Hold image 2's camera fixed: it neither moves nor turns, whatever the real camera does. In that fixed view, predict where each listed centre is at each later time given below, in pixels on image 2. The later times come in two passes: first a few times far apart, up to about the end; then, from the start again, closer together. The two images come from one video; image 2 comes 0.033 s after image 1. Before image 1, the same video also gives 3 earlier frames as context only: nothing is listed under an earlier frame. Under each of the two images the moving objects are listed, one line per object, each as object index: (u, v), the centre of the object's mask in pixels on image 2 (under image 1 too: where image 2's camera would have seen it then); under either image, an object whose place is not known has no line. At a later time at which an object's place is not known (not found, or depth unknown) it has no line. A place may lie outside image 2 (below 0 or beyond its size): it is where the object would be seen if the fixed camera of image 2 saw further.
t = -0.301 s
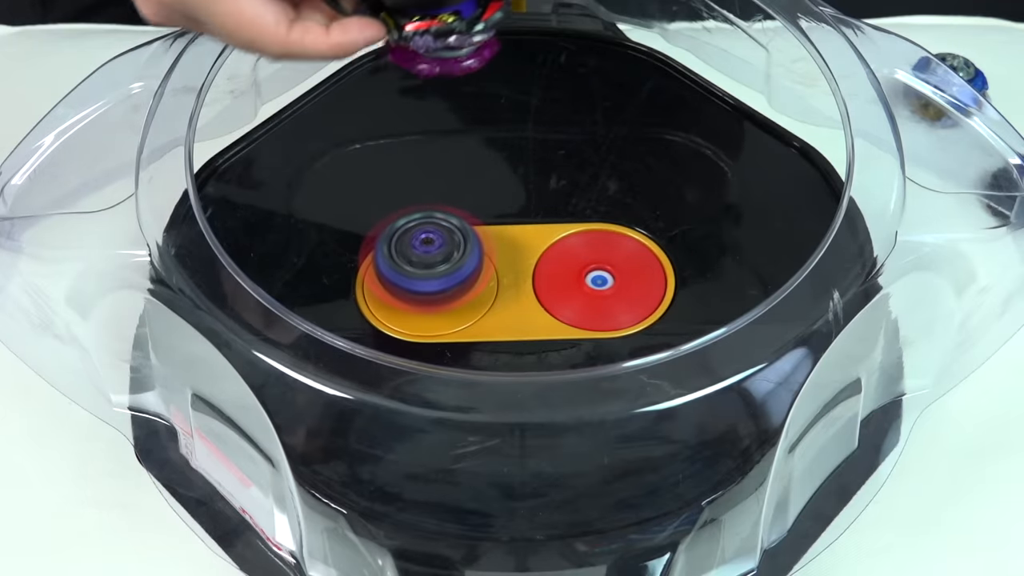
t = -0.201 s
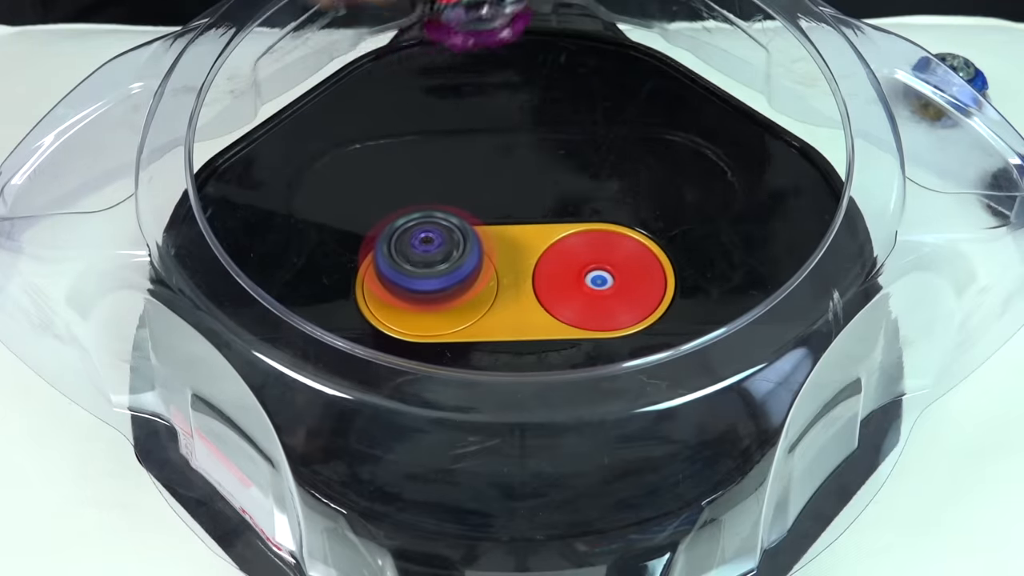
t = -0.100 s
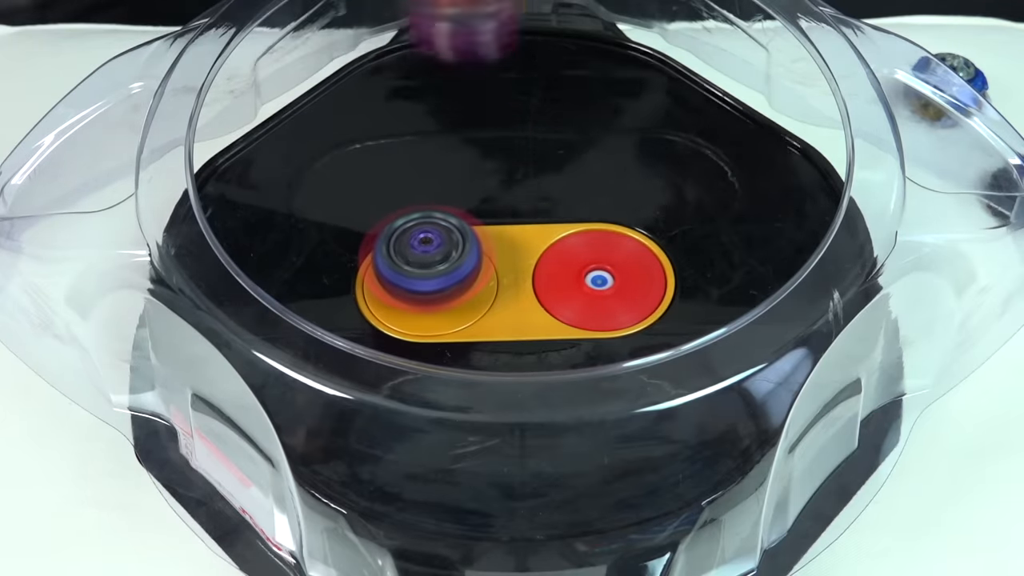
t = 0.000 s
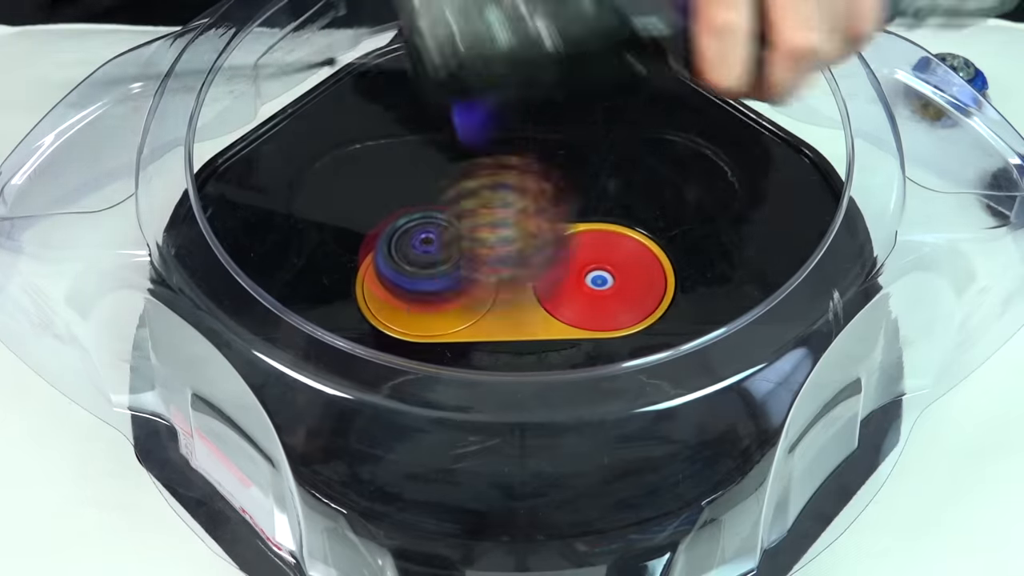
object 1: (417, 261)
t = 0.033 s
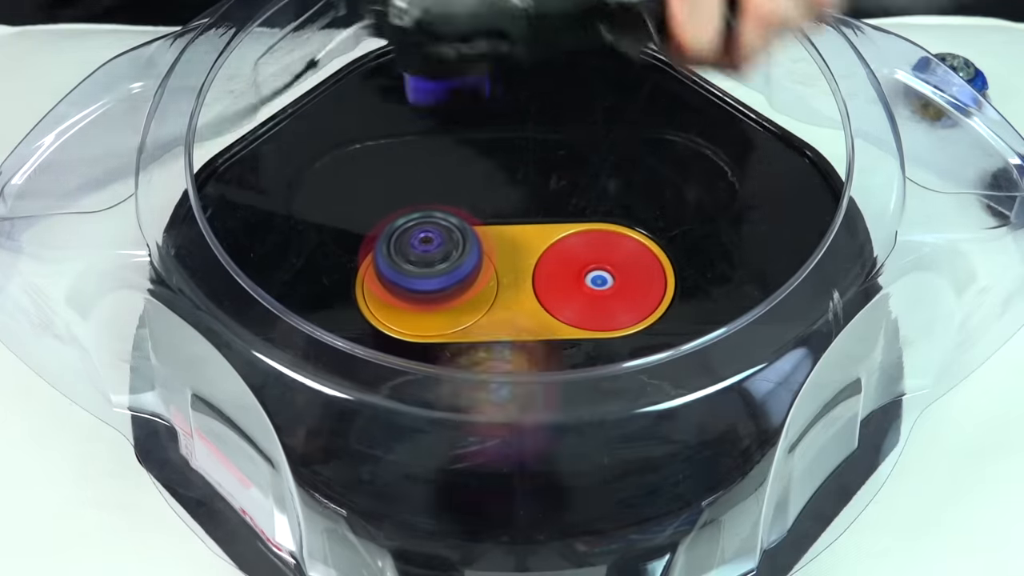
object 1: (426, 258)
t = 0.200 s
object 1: (416, 245)
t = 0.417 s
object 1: (429, 246)
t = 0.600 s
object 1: (427, 254)
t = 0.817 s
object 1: (428, 254)
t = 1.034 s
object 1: (428, 258)
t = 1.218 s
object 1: (428, 258)
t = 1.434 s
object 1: (428, 258)
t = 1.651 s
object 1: (435, 259)
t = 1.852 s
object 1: (433, 262)
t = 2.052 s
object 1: (426, 259)
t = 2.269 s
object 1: (437, 258)
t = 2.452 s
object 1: (438, 256)
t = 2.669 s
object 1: (438, 262)
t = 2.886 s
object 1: (427, 261)
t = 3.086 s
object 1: (426, 257)
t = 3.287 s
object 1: (427, 254)
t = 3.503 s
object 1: (435, 255)
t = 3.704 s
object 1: (430, 261)
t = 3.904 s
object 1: (431, 258)
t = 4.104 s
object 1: (430, 258)
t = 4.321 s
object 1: (430, 258)
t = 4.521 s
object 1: (430, 259)
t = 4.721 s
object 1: (430, 259)
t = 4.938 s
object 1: (430, 258)
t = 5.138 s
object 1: (430, 259)
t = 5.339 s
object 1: (430, 259)
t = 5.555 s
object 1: (430, 258)
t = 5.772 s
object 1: (430, 258)
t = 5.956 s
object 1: (430, 258)
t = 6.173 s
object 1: (430, 258)
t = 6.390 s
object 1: (431, 258)
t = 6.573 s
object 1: (430, 259)
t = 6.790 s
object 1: (430, 258)
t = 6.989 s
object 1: (430, 258)
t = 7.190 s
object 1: (431, 258)
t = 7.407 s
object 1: (431, 258)
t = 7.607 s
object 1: (431, 258)
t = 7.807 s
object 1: (431, 258)
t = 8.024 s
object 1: (431, 258)
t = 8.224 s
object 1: (431, 259)
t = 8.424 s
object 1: (430, 259)
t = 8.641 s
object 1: (430, 259)
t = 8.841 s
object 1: (430, 259)
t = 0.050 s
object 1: (428, 257)
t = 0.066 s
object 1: (429, 259)
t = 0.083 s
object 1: (428, 261)
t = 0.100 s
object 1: (424, 257)
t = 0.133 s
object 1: (417, 249)
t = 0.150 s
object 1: (413, 247)
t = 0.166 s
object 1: (413, 245)
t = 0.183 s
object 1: (413, 245)
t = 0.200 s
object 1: (416, 245)
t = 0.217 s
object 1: (420, 246)
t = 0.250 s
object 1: (427, 258)
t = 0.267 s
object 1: (427, 258)
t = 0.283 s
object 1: (427, 259)
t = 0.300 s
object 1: (428, 257)
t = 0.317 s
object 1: (428, 257)
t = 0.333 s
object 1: (425, 253)
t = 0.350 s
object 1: (424, 249)
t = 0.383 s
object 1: (424, 246)
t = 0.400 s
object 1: (424, 246)
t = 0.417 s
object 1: (429, 246)
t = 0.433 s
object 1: (434, 248)
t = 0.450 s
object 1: (436, 251)
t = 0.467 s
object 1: (433, 256)
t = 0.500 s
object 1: (425, 255)
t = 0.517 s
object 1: (430, 252)
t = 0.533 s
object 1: (436, 254)
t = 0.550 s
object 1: (435, 258)
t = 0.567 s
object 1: (429, 261)
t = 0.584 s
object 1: (426, 258)
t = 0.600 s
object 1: (427, 254)
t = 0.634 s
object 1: (435, 255)
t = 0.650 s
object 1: (430, 261)
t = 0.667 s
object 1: (426, 259)
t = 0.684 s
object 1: (428, 255)
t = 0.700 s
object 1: (431, 254)
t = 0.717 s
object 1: (431, 257)
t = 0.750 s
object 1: (426, 258)
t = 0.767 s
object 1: (428, 255)
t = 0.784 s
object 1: (431, 254)
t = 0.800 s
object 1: (429, 254)
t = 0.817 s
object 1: (428, 254)
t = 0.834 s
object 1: (429, 252)
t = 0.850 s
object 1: (431, 253)
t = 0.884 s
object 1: (430, 255)
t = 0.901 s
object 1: (429, 256)
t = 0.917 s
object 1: (429, 257)
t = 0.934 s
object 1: (430, 257)
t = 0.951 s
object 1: (428, 258)
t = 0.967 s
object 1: (429, 258)
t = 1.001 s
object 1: (428, 258)
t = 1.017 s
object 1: (428, 258)
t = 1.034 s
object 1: (428, 258)
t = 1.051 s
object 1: (428, 258)
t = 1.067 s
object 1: (428, 258)
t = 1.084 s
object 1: (428, 258)
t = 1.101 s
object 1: (428, 258)
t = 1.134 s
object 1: (428, 259)
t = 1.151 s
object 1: (427, 259)
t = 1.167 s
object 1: (427, 259)
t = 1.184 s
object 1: (428, 259)
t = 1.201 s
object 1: (428, 259)
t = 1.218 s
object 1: (428, 258)
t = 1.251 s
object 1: (427, 259)
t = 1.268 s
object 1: (428, 258)
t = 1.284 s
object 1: (428, 258)
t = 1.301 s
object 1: (428, 258)
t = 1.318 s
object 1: (428, 258)
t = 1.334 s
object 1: (429, 258)
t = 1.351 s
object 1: (428, 258)
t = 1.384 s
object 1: (428, 258)
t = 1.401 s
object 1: (428, 258)
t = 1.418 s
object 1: (429, 258)
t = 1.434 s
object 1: (428, 258)
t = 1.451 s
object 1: (428, 258)
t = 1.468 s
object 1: (428, 258)
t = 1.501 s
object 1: (428, 258)
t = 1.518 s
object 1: (428, 258)
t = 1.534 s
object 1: (428, 258)
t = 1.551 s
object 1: (428, 258)
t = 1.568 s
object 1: (428, 258)
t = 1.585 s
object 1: (428, 258)
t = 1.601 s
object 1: (428, 258)
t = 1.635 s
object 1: (435, 256)
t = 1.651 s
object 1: (435, 259)
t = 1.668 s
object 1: (430, 265)
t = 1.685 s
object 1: (426, 265)
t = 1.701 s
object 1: (425, 259)
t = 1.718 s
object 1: (428, 255)
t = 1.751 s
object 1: (436, 259)
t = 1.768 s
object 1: (431, 264)
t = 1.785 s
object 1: (427, 262)
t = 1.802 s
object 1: (427, 256)
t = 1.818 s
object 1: (432, 254)
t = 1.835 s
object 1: (435, 258)
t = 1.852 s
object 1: (433, 262)
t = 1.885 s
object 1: (426, 258)
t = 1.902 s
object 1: (429, 255)
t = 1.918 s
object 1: (433, 255)
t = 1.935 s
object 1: (434, 259)
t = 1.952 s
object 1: (430, 261)
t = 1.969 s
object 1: (426, 259)
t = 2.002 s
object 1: (433, 254)
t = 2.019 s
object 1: (433, 257)
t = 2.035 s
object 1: (429, 261)
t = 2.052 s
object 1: (426, 259)
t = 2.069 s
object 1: (428, 256)
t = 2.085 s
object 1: (429, 256)
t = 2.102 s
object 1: (429, 259)
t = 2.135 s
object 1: (427, 259)
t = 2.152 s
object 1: (433, 258)
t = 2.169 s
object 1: (435, 259)
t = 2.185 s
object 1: (433, 262)
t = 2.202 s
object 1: (426, 263)
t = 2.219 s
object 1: (422, 262)
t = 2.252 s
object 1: (431, 255)
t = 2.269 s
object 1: (437, 258)
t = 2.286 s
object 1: (433, 263)
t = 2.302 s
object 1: (426, 265)
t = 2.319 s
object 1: (422, 261)
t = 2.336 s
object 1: (424, 256)
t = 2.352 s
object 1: (431, 255)
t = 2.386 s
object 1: (432, 263)
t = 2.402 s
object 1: (425, 263)
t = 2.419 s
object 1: (422, 260)
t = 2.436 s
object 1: (427, 255)
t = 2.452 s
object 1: (438, 256)
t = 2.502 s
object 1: (427, 264)
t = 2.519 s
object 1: (426, 258)
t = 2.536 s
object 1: (430, 256)
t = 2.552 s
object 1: (439, 256)
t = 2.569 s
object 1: (437, 262)
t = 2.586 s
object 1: (432, 265)
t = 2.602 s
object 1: (426, 263)
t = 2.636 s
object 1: (433, 254)
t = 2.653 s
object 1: (440, 257)
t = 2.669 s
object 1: (438, 262)
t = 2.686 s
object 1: (429, 263)
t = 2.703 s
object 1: (425, 260)
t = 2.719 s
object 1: (428, 254)
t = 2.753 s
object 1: (440, 258)
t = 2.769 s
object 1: (434, 263)
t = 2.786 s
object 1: (428, 263)
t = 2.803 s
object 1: (426, 258)
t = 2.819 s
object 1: (430, 253)
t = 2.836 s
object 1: (439, 254)
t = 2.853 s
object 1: (440, 259)
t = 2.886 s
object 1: (427, 261)
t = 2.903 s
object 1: (427, 254)
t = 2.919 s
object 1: (433, 252)
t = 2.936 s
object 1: (440, 255)
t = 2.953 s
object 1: (439, 260)
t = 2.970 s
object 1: (431, 263)
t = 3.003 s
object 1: (428, 254)
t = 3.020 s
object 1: (435, 252)
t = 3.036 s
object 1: (439, 257)
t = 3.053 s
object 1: (436, 262)
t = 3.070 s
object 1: (428, 262)
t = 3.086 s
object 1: (426, 257)
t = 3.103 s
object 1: (430, 253)
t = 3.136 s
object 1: (439, 258)
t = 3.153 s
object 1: (433, 263)
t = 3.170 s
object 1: (427, 262)
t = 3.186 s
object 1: (426, 256)
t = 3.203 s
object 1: (431, 253)
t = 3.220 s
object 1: (436, 255)
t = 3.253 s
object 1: (431, 263)
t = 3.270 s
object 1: (425, 259)
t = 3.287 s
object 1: (427, 254)
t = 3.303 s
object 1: (432, 253)
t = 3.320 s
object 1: (437, 256)
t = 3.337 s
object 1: (434, 261)
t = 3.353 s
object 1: (428, 262)
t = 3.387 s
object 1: (428, 253)
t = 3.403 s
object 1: (434, 254)
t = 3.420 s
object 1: (436, 258)
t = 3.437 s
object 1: (431, 263)
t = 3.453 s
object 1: (425, 260)
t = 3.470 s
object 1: (425, 255)
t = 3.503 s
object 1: (435, 255)
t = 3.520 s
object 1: (434, 260)
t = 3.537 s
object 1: (428, 262)
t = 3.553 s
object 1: (424, 258)
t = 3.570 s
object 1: (426, 254)
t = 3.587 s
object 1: (433, 253)
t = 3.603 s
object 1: (435, 258)
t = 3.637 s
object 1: (426, 261)
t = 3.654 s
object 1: (425, 257)
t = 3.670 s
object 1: (430, 255)
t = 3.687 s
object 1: (433, 258)
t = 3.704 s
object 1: (430, 261)
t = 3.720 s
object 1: (427, 260)
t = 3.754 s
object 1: (432, 257)
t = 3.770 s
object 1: (432, 259)
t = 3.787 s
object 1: (430, 260)
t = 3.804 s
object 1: (430, 259)
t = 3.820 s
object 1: (430, 258)
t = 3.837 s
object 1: (431, 259)
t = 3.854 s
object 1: (431, 259)
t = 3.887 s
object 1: (430, 258)
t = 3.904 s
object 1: (431, 258)
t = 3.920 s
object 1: (431, 258)
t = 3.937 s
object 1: (430, 259)
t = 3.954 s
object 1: (430, 258)
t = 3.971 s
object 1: (430, 258)
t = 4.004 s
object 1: (431, 259)
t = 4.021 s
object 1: (430, 259)
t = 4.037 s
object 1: (430, 258)
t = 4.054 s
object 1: (430, 258)
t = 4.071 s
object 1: (431, 259)
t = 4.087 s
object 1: (430, 259)
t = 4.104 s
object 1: (430, 258)
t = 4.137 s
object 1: (431, 258)
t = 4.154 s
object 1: (430, 259)
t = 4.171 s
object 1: (430, 259)
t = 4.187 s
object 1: (430, 258)
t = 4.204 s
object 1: (431, 258)
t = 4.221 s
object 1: (431, 259)
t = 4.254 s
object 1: (430, 258)
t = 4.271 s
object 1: (431, 258)
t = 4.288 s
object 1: (431, 259)
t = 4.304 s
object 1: (430, 259)
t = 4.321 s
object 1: (430, 258)
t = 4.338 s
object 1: (431, 258)
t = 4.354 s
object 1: (430, 258)
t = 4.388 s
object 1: (430, 258)
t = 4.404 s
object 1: (431, 258)
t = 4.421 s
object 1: (431, 258)
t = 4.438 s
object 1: (430, 259)
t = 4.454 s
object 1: (430, 258)
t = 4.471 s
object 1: (430, 258)
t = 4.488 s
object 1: (431, 258)
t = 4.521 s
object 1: (430, 259)
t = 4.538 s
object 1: (430, 258)
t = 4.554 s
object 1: (430, 258)
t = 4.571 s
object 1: (431, 259)
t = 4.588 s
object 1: (430, 259)
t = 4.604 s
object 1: (430, 258)
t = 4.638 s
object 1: (431, 259)
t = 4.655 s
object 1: (430, 259)
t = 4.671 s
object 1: (430, 258)
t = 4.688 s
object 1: (431, 258)
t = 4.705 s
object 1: (431, 258)
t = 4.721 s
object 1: (430, 259)
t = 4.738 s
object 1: (430, 258)
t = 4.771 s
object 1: (431, 258)
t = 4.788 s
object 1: (430, 259)
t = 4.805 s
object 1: (430, 258)
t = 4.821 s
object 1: (431, 258)
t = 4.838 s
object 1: (431, 258)
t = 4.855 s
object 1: (430, 259)
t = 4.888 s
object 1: (431, 258)
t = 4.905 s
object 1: (431, 258)
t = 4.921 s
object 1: (430, 259)
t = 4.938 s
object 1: (430, 258)
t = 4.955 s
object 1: (431, 258)
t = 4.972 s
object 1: (431, 258)
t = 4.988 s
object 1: (430, 259)
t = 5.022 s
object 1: (430, 258)
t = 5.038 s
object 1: (431, 258)
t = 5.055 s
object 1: (430, 259)
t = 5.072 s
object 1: (430, 258)
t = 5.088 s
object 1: (430, 258)
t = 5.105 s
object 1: (431, 258)
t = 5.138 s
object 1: (430, 259)
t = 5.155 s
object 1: (430, 258)
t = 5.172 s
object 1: (431, 258)
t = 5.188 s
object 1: (431, 259)
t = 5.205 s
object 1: (430, 259)
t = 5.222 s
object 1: (430, 258)
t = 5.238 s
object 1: (431, 258)
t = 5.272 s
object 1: (430, 259)
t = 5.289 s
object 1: (430, 258)
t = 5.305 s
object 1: (430, 258)
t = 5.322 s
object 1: (431, 259)
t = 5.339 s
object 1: (430, 259)
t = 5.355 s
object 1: (430, 258)
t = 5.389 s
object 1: (431, 258)
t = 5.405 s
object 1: (430, 259)
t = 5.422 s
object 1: (430, 258)
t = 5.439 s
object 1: (430, 258)
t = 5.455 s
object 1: (431, 258)
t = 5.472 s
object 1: (430, 259)
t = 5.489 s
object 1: (430, 258)
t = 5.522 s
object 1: (431, 258)
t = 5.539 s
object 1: (430, 258)
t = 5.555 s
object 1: (430, 258)
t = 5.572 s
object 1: (430, 258)
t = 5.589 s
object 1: (431, 258)
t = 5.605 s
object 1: (430, 259)
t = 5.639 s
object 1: (430, 258)
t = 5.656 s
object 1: (431, 258)
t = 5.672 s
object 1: (431, 259)
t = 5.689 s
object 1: (430, 259)
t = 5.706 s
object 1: (430, 258)
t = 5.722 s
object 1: (431, 258)
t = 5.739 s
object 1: (431, 259)
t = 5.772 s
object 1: (430, 258)
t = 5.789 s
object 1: (431, 258)
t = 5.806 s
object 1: (431, 259)
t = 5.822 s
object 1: (430, 259)
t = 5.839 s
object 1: (430, 258)
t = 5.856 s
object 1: (431, 258)
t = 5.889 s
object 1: (430, 258)
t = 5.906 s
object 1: (431, 258)
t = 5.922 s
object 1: (431, 258)
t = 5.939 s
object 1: (431, 259)
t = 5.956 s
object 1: (430, 258)
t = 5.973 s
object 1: (430, 258)
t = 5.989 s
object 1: (431, 258)
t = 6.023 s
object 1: (430, 259)
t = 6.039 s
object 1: (430, 258)
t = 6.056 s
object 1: (431, 258)
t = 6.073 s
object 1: (431, 258)
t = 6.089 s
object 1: (430, 259)
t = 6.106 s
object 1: (430, 258)
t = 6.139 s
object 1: (431, 259)
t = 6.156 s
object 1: (430, 259)
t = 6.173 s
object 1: (430, 258)
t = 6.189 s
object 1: (431, 258)
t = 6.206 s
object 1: (431, 258)
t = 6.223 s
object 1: (430, 259)
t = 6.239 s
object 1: (430, 258)
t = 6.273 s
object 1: (431, 259)
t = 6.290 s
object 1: (430, 259)
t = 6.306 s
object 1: (430, 258)
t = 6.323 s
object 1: (431, 258)
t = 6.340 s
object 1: (431, 258)
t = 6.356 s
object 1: (430, 258)
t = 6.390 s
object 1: (431, 258)
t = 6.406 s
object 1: (431, 258)
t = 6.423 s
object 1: (430, 259)
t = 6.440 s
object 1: (430, 258)
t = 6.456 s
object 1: (431, 258)
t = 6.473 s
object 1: (431, 258)
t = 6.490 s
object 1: (431, 259)
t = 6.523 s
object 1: (431, 258)
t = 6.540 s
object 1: (431, 258)
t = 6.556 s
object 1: (430, 259)
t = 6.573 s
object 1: (430, 259)
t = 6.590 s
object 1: (431, 258)
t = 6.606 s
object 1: (431, 258)
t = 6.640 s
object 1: (430, 259)
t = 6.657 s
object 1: (430, 258)
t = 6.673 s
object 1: (431, 258)
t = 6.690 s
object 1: (431, 258)
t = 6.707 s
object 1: (430, 259)
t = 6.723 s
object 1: (430, 258)
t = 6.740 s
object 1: (431, 258)
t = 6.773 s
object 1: (430, 259)
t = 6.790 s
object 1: (430, 258)
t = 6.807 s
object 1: (431, 258)
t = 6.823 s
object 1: (430, 259)
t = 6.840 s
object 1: (430, 259)
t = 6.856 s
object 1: (430, 258)
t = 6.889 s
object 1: (430, 259)
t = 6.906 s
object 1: (430, 258)
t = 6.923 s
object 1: (430, 258)
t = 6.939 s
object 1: (431, 258)
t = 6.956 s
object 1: (431, 259)
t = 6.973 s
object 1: (430, 259)
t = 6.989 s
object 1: (430, 258)
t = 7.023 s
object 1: (431, 259)
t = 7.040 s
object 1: (430, 259)
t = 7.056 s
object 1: (430, 258)
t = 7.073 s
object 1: (431, 258)
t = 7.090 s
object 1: (430, 259)
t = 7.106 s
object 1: (430, 258)
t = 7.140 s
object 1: (431, 258)
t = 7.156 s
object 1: (430, 259)
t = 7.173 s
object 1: (430, 258)
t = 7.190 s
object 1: (431, 258)
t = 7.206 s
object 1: (431, 258)
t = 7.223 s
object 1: (430, 259)
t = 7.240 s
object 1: (430, 258)
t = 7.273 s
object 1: (431, 258)
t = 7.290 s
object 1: (430, 259)
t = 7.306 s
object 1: (430, 259)
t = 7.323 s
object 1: (430, 258)
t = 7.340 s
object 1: (431, 258)
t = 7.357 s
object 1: (431, 259)
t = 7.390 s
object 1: (430, 258)
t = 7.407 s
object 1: (431, 258)
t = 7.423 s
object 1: (431, 259)
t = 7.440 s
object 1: (430, 259)
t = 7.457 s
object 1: (430, 258)
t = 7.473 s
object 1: (431, 258)
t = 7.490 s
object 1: (431, 259)
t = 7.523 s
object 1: (430, 258)
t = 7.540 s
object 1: (431, 258)
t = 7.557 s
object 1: (431, 258)
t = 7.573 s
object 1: (430, 259)
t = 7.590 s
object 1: (430, 258)
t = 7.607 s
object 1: (431, 258)
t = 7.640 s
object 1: (430, 259)
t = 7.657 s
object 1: (430, 258)
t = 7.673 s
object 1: (431, 258)
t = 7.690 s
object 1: (431, 259)
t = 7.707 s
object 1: (430, 259)
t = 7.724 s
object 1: (430, 258)
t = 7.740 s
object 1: (431, 258)
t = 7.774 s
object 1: (430, 258)
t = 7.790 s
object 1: (430, 258)
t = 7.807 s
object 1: (431, 258)
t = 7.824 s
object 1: (431, 258)
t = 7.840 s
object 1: (430, 259)
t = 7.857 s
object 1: (430, 258)
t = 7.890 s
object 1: (431, 259)
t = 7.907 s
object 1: (430, 259)
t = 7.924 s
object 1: (430, 258)
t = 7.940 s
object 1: (431, 258)
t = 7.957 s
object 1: (431, 259)
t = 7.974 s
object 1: (430, 258)
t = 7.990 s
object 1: (430, 258)
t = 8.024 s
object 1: (431, 258)
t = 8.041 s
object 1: (430, 259)
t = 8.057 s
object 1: (430, 258)
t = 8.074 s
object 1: (431, 258)
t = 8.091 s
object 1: (431, 258)
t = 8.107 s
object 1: (430, 259)
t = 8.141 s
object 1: (431, 258)
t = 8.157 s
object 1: (431, 259)
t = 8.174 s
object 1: (430, 259)
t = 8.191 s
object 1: (431, 258)
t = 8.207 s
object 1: (431, 259)
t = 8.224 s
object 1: (431, 259)
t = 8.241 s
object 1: (430, 259)
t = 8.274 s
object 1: (431, 258)
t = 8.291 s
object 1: (431, 258)
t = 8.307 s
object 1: (430, 259)
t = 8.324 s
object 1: (430, 258)
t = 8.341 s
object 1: (430, 258)
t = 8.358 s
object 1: (431, 259)
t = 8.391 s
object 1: (430, 258)
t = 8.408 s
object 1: (430, 258)
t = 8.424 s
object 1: (430, 259)
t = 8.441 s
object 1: (430, 259)
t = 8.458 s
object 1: (430, 259)
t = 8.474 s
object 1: (430, 258)
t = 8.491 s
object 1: (430, 259)
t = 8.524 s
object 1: (430, 258)
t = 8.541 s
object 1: (430, 258)
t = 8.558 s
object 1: (431, 258)
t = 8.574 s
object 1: (430, 259)
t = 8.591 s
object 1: (430, 258)
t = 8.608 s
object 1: (430, 258)
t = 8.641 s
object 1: (430, 259)
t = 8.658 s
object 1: (430, 259)
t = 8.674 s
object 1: (430, 258)
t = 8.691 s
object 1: (431, 258)
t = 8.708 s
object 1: (430, 259)
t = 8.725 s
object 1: (430, 259)
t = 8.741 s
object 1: (430, 258)
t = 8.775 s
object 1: (430, 259)
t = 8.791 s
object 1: (430, 259)
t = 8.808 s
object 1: (430, 259)
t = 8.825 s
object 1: (430, 259)
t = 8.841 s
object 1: (430, 259)
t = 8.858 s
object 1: (430, 259)
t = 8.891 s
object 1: (430, 259)
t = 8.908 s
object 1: (430, 259)
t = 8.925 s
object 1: (430, 259)
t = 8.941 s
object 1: (430, 258)
